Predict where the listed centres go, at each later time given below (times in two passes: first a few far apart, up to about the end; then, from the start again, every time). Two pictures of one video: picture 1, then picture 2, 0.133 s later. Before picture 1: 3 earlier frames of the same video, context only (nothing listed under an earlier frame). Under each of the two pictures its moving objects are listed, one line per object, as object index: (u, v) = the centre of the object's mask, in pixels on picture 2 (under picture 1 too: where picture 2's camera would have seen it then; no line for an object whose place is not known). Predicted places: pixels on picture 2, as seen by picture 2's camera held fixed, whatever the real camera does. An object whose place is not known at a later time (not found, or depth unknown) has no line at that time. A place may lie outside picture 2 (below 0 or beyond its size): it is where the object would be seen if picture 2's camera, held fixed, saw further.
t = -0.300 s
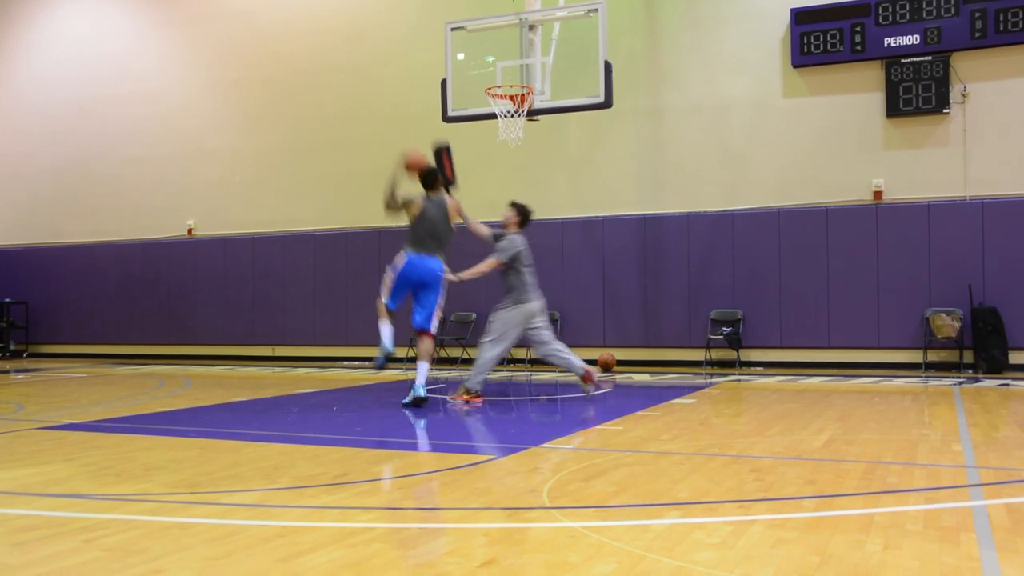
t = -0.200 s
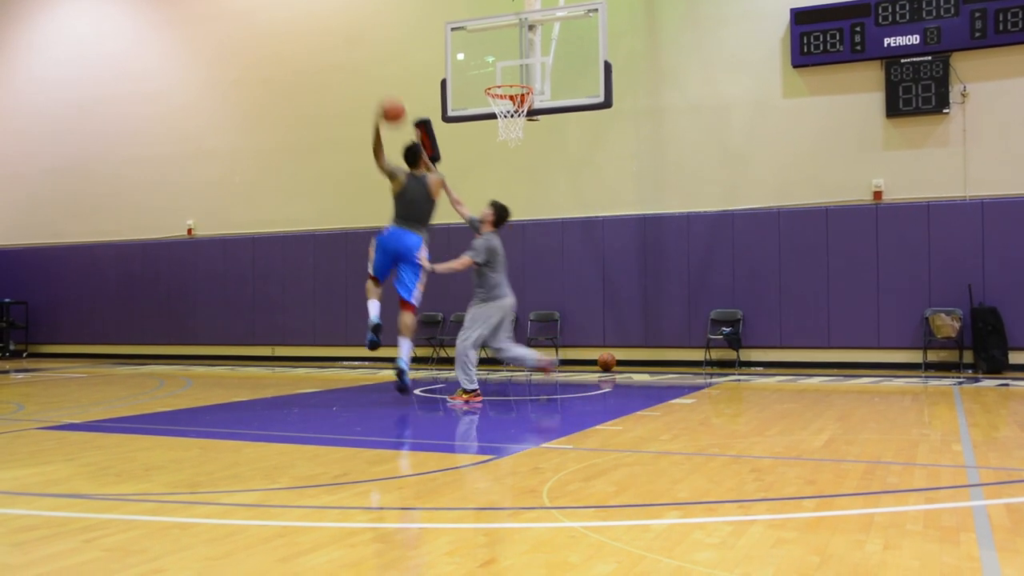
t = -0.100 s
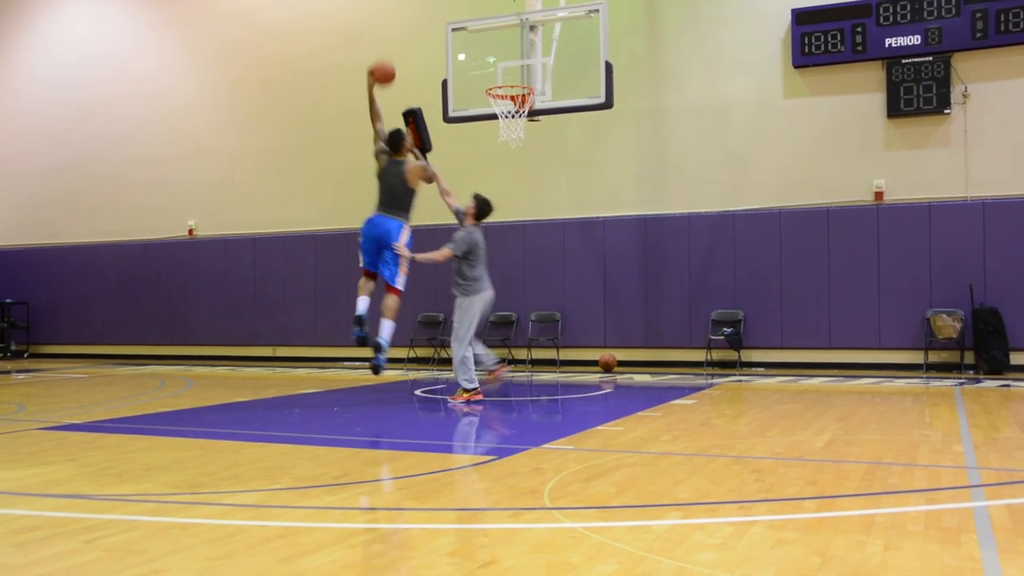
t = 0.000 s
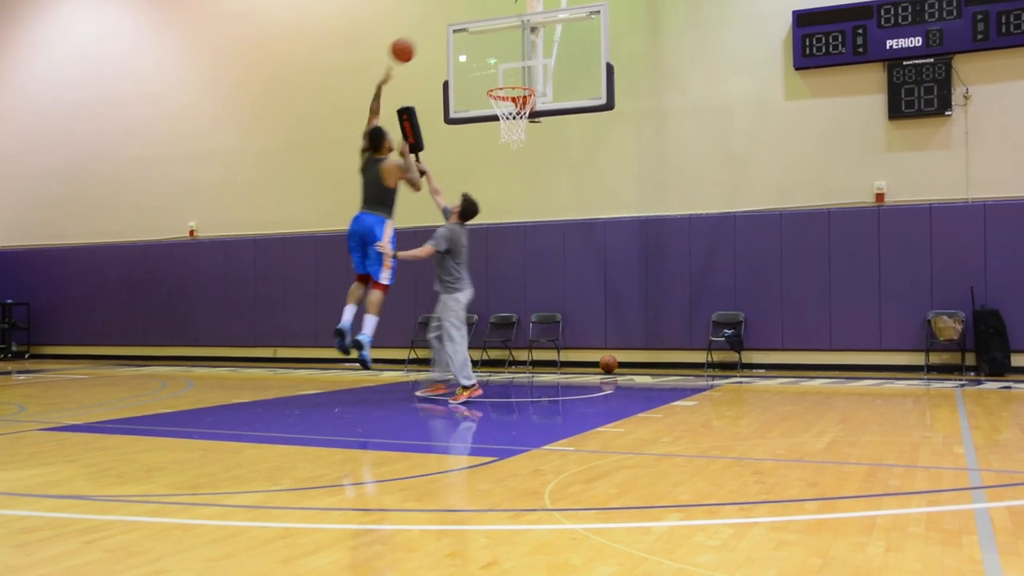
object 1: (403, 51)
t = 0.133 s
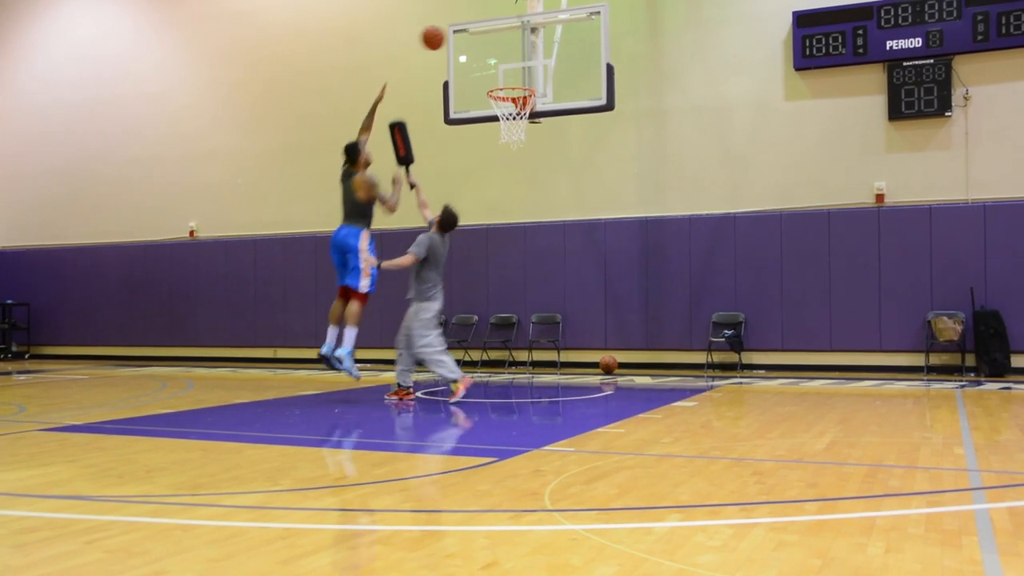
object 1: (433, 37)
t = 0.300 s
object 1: (470, 46)
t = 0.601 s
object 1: (511, 90)
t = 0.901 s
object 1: (517, 133)
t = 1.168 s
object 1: (513, 210)
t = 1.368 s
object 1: (510, 312)
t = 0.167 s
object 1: (440, 37)
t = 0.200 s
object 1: (448, 37)
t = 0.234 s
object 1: (455, 39)
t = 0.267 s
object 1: (462, 42)
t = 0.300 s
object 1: (470, 46)
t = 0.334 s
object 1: (476, 51)
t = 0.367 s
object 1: (483, 57)
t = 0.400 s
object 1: (489, 64)
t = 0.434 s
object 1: (496, 72)
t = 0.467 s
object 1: (502, 78)
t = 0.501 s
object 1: (504, 79)
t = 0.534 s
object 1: (506, 81)
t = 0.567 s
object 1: (508, 84)
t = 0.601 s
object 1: (511, 90)
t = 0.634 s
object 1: (512, 95)
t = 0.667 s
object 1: (516, 101)
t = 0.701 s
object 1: (517, 107)
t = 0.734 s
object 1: (515, 114)
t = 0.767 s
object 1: (519, 119)
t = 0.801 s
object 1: (519, 122)
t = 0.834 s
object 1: (518, 124)
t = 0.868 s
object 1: (518, 129)
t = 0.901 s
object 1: (517, 133)
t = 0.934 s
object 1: (517, 141)
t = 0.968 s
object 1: (516, 148)
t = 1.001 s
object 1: (516, 155)
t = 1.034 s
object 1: (515, 163)
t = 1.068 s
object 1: (514, 173)
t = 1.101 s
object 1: (514, 185)
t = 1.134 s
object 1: (514, 197)
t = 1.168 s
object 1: (513, 210)
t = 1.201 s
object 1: (513, 226)
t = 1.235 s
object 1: (512, 240)
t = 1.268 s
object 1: (512, 256)
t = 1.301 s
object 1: (511, 273)
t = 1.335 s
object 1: (511, 292)
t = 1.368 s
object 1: (510, 312)
